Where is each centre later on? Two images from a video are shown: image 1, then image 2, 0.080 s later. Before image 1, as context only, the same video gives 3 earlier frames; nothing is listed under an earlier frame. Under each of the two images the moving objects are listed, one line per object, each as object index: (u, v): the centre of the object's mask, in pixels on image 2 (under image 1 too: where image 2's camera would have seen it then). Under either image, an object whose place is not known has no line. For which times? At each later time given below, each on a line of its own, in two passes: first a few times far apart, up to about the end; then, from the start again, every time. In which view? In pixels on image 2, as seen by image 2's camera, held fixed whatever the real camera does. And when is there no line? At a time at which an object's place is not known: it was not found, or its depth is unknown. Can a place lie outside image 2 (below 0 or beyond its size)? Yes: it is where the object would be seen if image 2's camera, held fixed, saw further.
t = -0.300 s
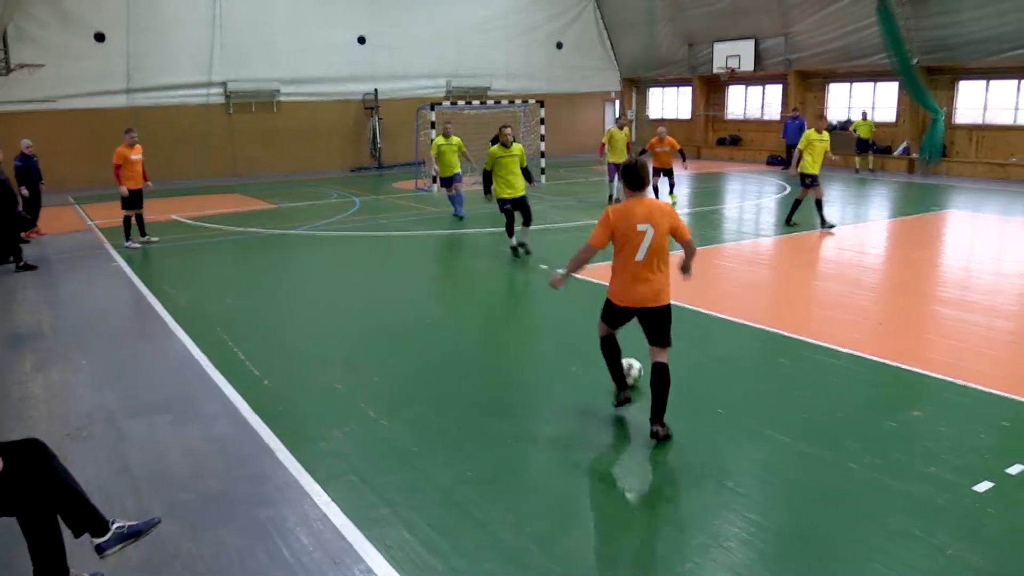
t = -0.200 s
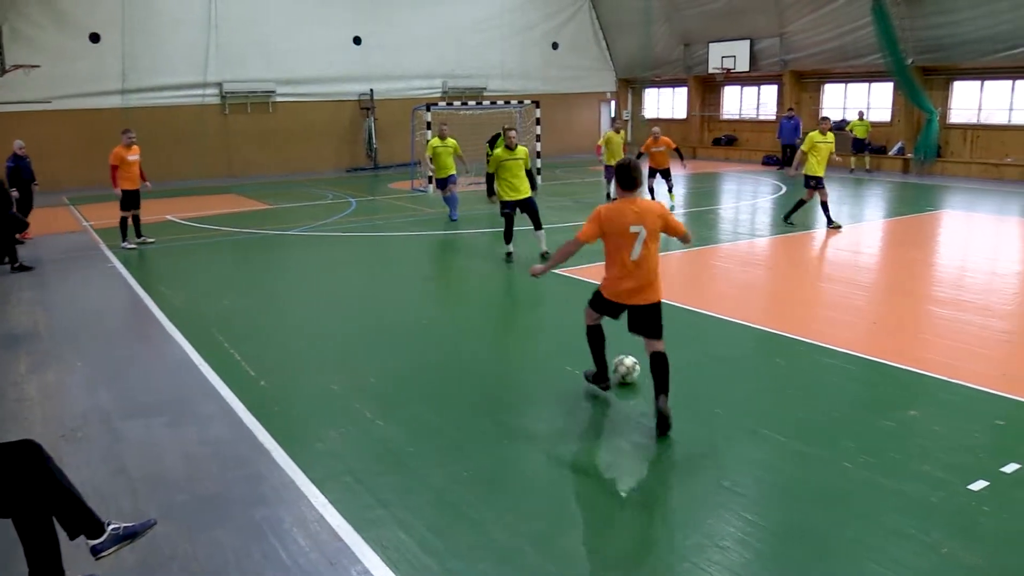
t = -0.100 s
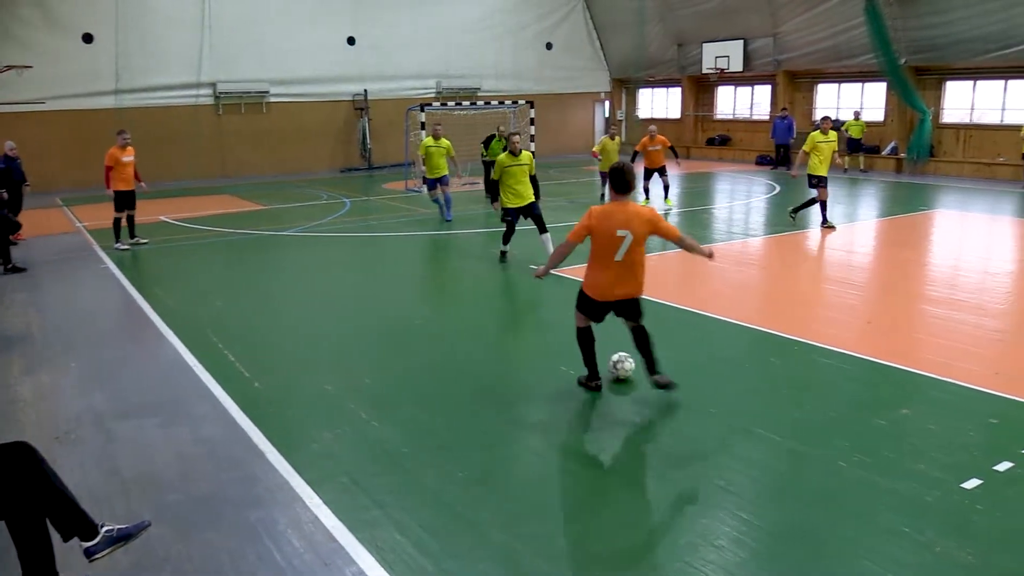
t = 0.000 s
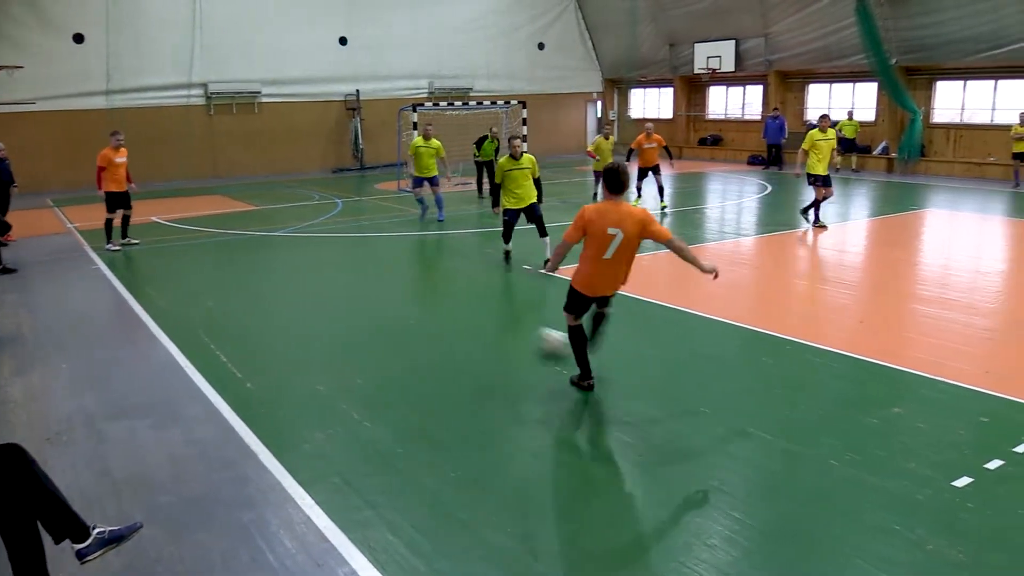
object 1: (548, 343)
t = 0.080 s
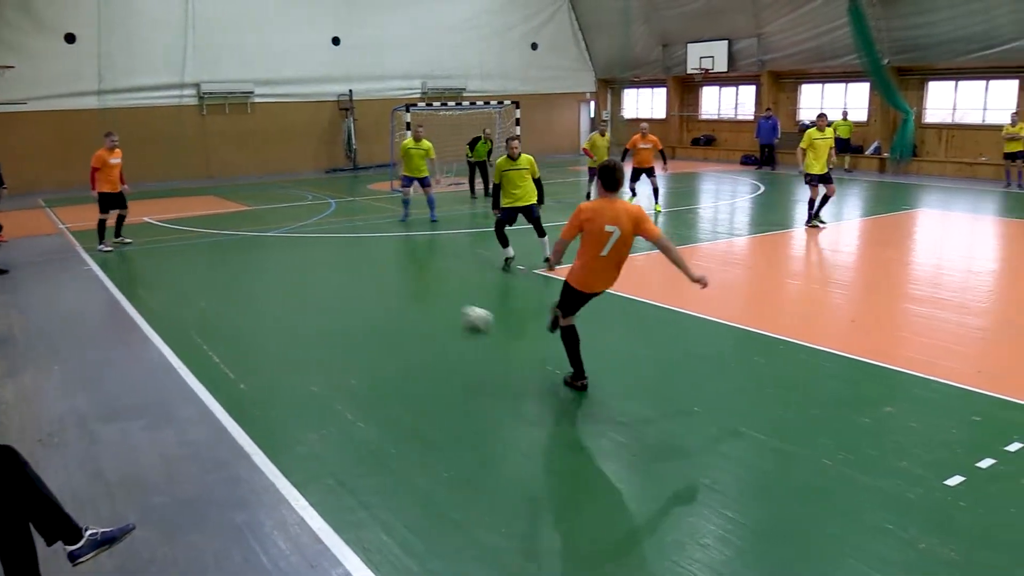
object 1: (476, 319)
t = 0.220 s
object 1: (387, 288)
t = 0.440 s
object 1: (296, 257)
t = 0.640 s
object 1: (243, 240)
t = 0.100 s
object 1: (460, 314)
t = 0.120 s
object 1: (447, 309)
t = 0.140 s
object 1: (433, 304)
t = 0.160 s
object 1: (420, 299)
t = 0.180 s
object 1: (407, 295)
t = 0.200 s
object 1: (396, 292)
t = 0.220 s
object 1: (387, 288)
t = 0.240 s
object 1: (377, 284)
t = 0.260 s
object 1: (366, 282)
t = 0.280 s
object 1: (356, 279)
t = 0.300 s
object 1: (348, 276)
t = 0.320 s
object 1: (340, 272)
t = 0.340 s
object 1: (332, 269)
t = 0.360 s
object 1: (324, 266)
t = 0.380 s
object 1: (317, 265)
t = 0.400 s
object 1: (310, 263)
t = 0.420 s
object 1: (303, 260)
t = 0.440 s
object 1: (296, 257)
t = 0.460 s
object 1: (290, 256)
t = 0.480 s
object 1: (284, 254)
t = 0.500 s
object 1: (279, 252)
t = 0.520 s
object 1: (272, 251)
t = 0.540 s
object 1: (267, 249)
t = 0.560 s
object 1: (262, 247)
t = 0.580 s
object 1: (258, 245)
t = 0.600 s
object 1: (253, 243)
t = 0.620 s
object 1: (247, 242)
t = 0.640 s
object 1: (243, 240)
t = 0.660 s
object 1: (239, 239)
